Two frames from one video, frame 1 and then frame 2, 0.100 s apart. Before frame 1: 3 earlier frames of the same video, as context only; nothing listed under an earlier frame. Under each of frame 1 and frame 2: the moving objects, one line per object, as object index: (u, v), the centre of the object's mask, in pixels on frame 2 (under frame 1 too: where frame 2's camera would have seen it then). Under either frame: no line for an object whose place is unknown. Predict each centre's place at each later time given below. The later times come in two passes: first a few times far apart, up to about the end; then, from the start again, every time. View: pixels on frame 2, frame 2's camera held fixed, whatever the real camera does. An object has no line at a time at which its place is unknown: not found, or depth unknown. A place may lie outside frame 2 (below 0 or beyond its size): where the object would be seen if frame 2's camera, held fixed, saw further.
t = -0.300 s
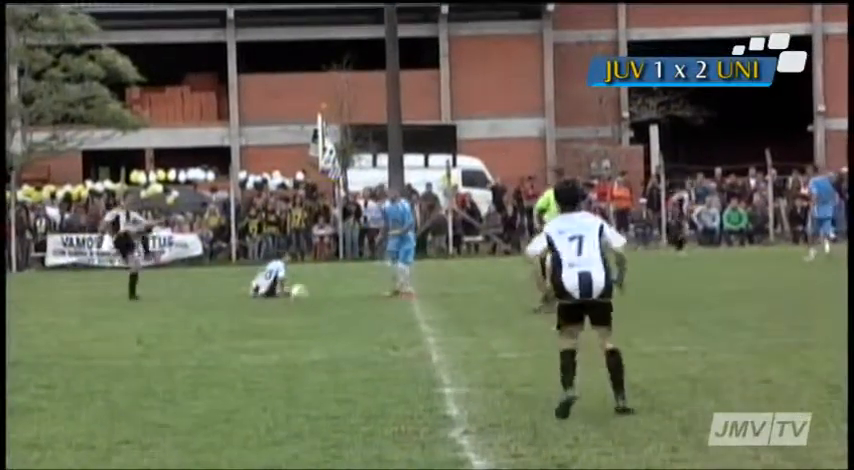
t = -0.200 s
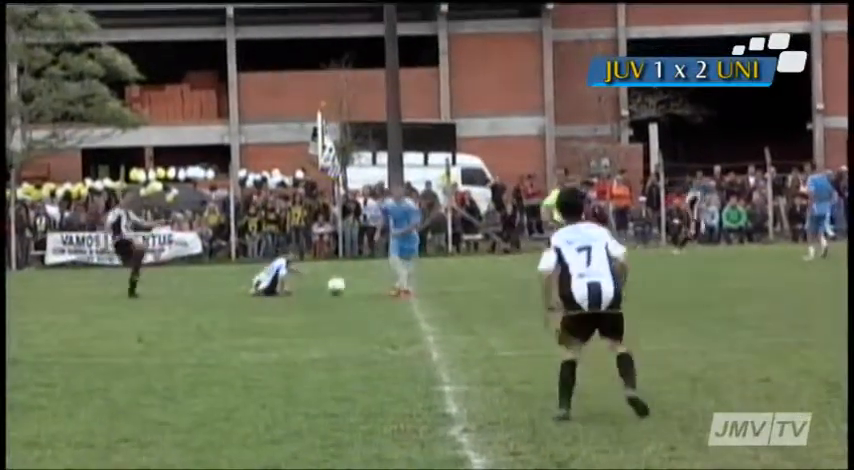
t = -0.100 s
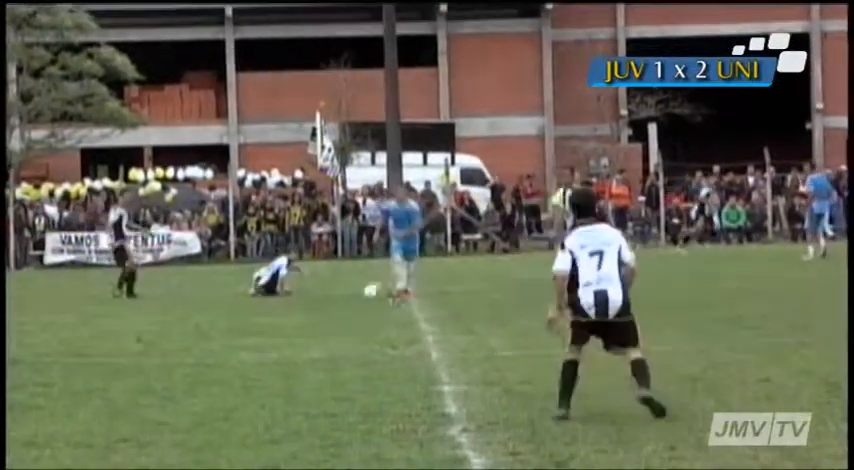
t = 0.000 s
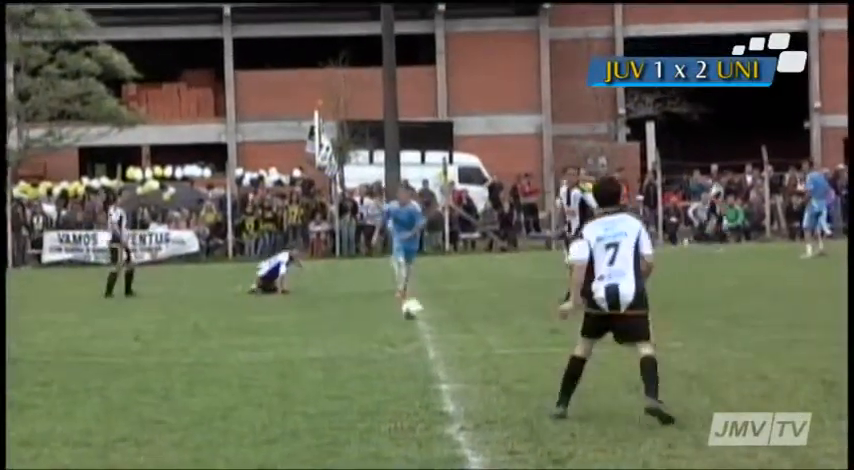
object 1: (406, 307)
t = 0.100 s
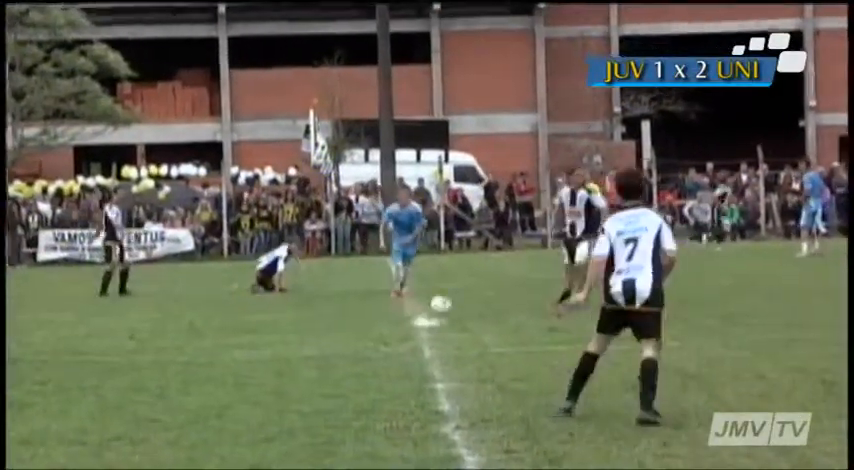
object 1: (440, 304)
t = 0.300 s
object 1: (503, 302)
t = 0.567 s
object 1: (593, 336)
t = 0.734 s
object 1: (651, 345)
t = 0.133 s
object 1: (450, 302)
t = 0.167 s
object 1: (461, 300)
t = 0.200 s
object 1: (471, 298)
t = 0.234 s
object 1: (481, 298)
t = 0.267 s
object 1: (491, 299)
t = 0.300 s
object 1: (503, 302)
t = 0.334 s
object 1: (514, 306)
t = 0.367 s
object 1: (526, 313)
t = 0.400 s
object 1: (537, 320)
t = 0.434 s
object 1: (549, 328)
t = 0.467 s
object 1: (560, 339)
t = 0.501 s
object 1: (571, 343)
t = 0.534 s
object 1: (583, 339)
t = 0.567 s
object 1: (593, 336)
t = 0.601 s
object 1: (604, 335)
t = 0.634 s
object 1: (615, 335)
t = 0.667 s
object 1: (627, 337)
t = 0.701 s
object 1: (640, 341)
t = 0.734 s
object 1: (651, 345)
